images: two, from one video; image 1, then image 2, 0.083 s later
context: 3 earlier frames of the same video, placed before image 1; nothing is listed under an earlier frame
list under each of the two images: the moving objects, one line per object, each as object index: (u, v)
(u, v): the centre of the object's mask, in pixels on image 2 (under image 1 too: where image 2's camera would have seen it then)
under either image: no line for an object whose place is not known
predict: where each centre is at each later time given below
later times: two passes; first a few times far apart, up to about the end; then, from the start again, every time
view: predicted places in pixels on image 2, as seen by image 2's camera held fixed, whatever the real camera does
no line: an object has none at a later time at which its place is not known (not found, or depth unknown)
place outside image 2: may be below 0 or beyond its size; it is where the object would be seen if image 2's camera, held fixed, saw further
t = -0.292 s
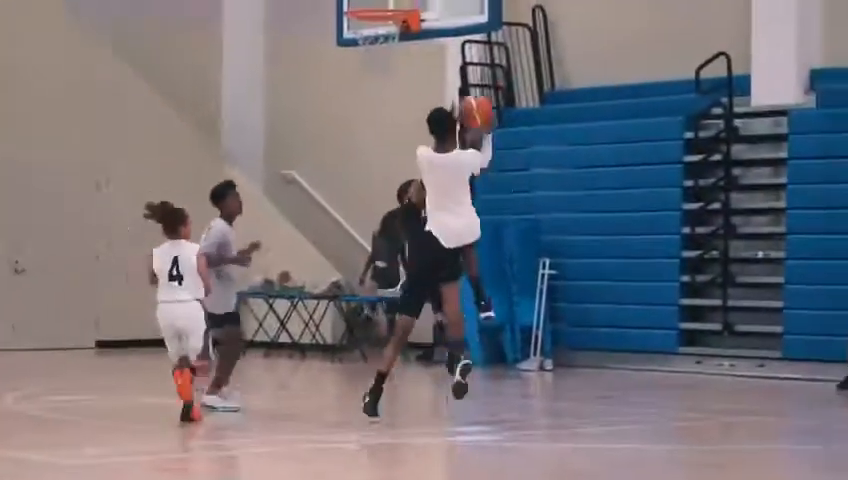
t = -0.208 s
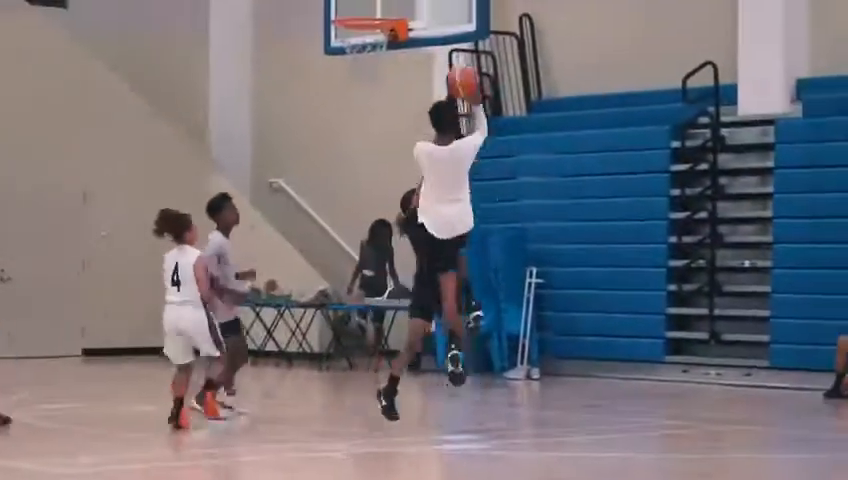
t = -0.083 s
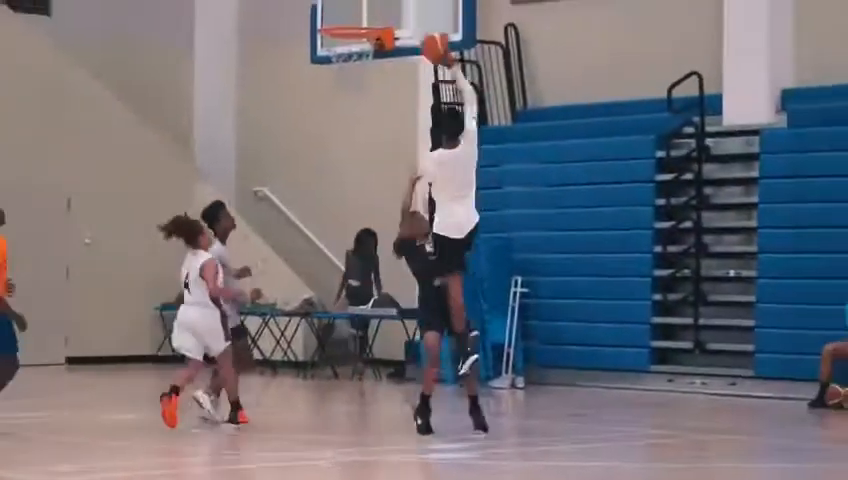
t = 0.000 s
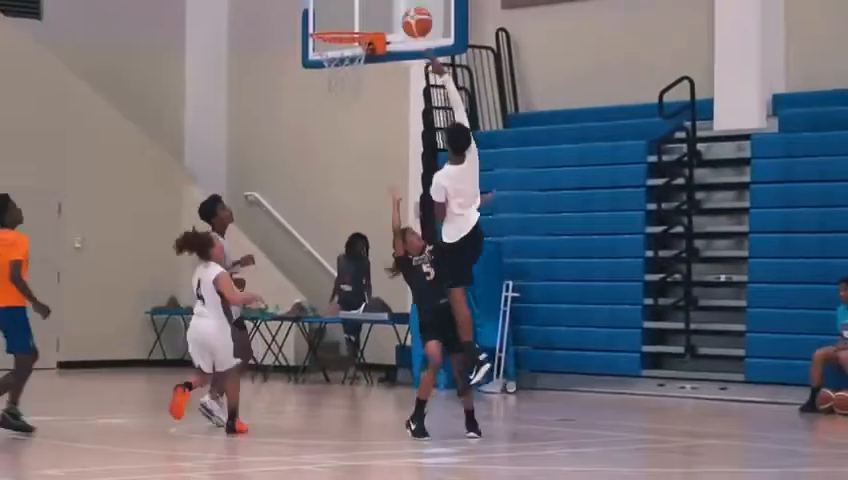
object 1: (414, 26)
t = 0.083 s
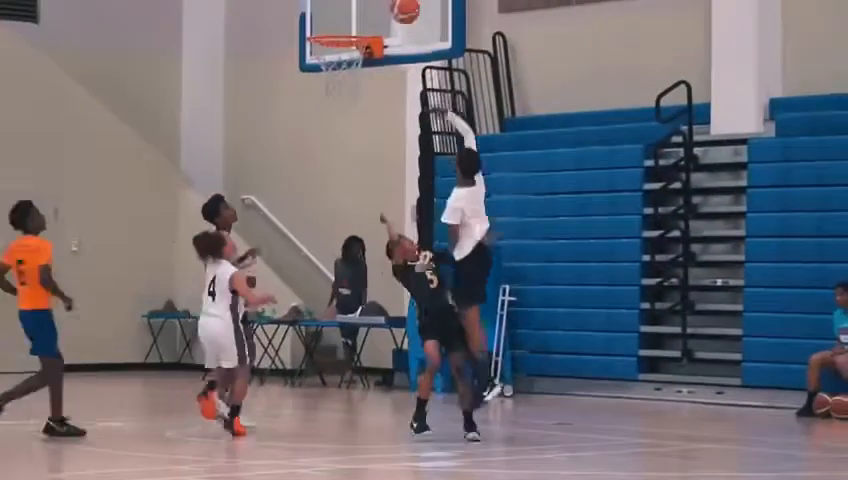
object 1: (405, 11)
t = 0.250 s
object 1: (373, 5)
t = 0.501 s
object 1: (334, 48)
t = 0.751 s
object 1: (364, 92)
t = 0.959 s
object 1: (371, 163)
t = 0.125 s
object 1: (400, 7)
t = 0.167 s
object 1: (396, 5)
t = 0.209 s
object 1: (385, 4)
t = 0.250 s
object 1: (373, 5)
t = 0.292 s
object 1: (362, 9)
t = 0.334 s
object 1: (348, 17)
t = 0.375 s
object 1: (337, 24)
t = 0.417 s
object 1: (327, 36)
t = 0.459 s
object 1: (329, 39)
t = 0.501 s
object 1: (334, 48)
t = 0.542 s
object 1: (339, 51)
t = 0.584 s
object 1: (349, 61)
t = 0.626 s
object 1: (355, 69)
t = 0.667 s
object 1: (358, 76)
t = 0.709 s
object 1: (362, 84)
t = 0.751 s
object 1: (364, 92)
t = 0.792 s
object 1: (365, 102)
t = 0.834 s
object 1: (367, 114)
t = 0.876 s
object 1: (368, 129)
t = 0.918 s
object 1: (370, 145)
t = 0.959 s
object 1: (371, 163)
